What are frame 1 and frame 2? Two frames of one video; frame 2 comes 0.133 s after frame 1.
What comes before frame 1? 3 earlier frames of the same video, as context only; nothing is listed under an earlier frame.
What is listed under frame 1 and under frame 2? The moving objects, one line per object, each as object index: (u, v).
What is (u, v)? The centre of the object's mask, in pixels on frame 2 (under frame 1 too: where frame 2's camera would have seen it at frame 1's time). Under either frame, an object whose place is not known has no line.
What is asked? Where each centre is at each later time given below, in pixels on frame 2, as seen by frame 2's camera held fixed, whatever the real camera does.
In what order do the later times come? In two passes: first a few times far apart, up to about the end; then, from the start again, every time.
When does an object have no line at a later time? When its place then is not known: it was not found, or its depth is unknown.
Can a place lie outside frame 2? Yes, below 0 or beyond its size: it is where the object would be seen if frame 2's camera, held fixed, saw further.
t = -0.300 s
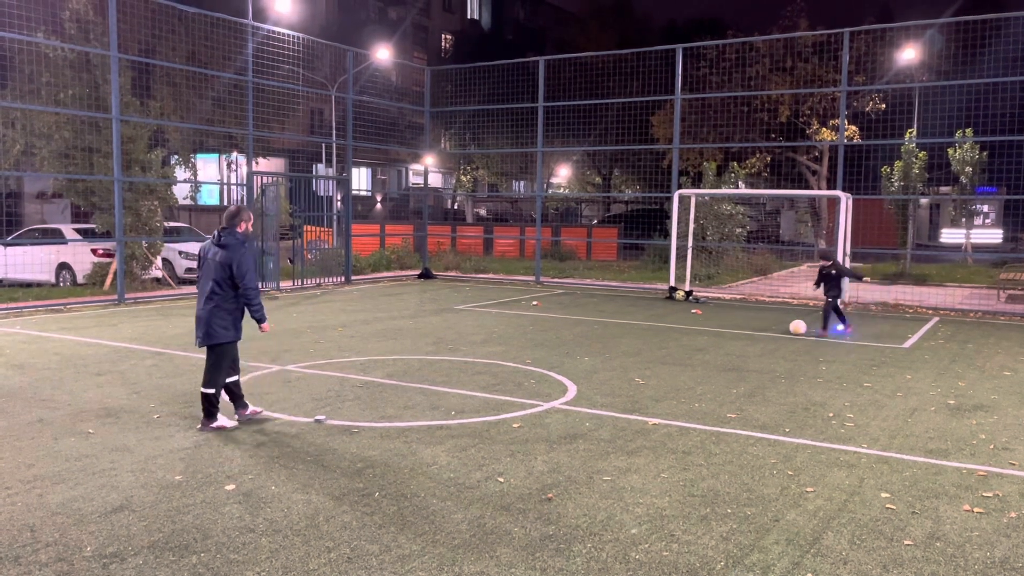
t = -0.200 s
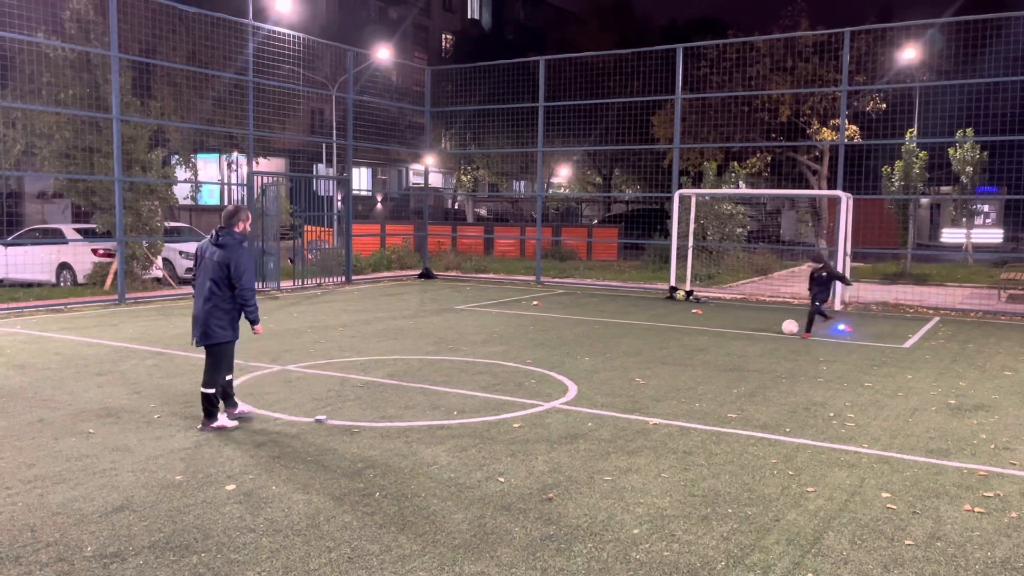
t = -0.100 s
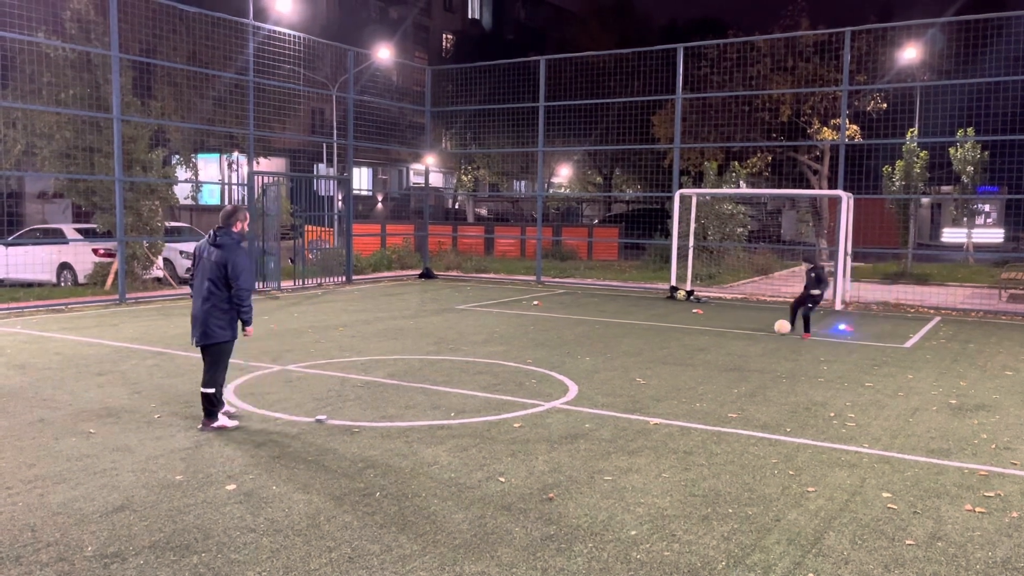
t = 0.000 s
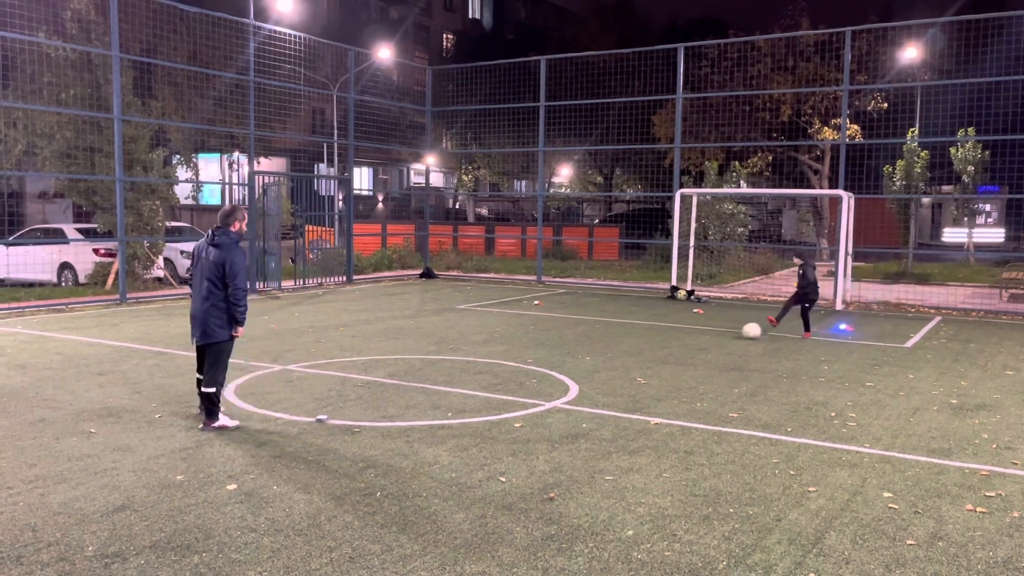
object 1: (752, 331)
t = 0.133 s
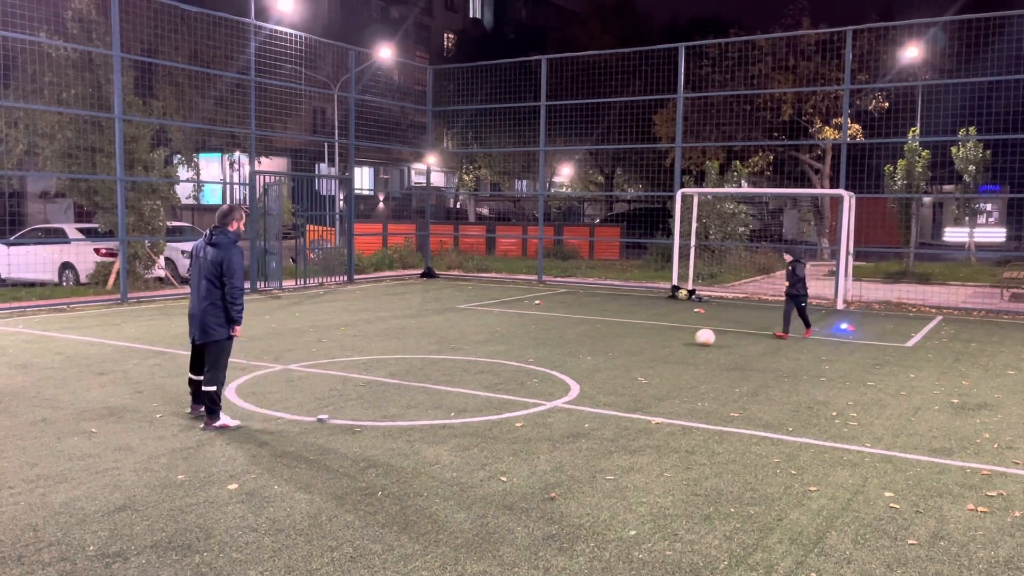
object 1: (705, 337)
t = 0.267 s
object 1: (658, 342)
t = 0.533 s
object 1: (564, 353)
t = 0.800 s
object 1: (462, 365)
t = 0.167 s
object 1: (693, 338)
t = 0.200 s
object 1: (681, 340)
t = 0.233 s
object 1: (670, 341)
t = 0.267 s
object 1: (658, 342)
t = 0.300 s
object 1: (646, 344)
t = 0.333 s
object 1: (634, 346)
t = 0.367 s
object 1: (623, 347)
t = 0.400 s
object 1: (611, 348)
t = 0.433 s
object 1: (600, 349)
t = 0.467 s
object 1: (588, 351)
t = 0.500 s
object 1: (576, 352)
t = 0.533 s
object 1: (564, 353)
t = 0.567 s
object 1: (552, 354)
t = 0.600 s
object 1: (540, 356)
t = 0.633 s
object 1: (528, 357)
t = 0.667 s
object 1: (516, 359)
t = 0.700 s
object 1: (503, 360)
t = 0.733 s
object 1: (490, 362)
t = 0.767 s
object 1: (476, 364)
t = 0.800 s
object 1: (462, 365)
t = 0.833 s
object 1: (448, 366)
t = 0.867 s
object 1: (434, 368)
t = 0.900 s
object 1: (418, 370)
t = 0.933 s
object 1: (404, 370)
